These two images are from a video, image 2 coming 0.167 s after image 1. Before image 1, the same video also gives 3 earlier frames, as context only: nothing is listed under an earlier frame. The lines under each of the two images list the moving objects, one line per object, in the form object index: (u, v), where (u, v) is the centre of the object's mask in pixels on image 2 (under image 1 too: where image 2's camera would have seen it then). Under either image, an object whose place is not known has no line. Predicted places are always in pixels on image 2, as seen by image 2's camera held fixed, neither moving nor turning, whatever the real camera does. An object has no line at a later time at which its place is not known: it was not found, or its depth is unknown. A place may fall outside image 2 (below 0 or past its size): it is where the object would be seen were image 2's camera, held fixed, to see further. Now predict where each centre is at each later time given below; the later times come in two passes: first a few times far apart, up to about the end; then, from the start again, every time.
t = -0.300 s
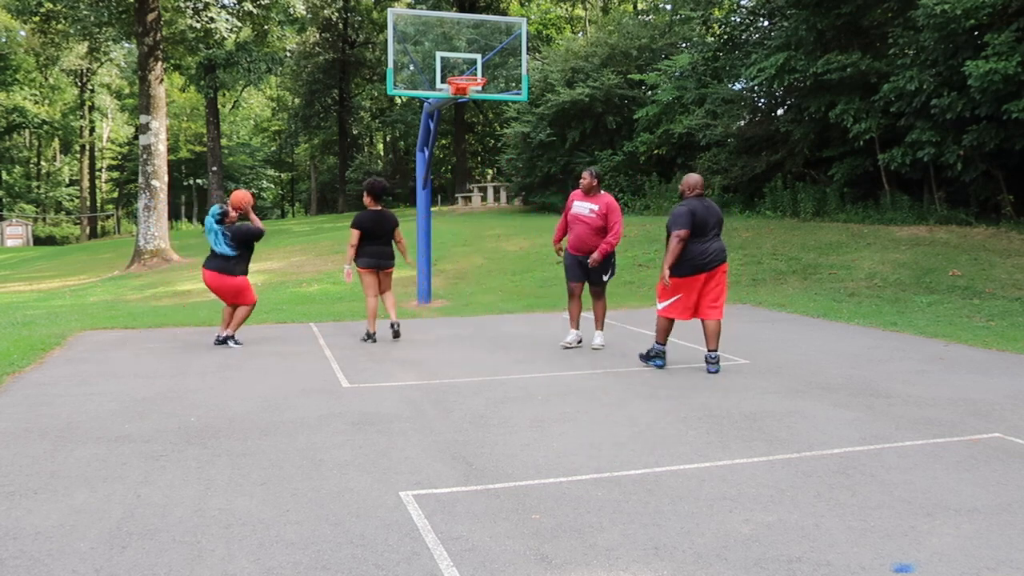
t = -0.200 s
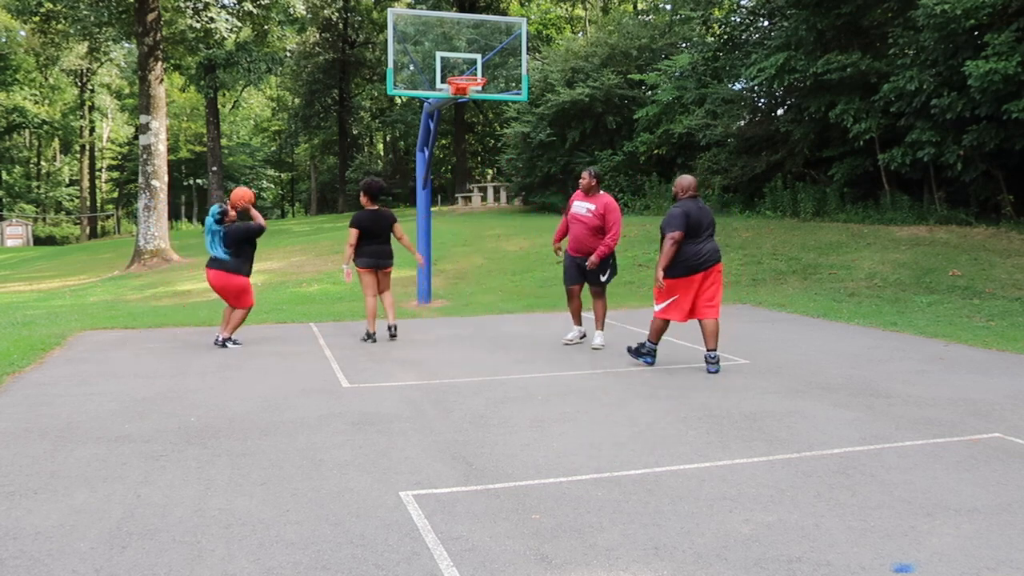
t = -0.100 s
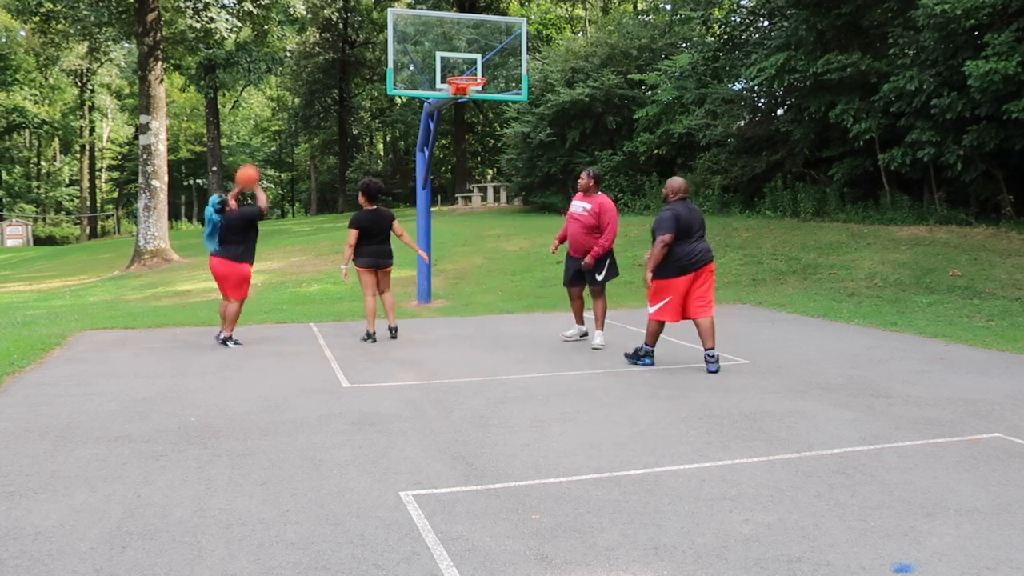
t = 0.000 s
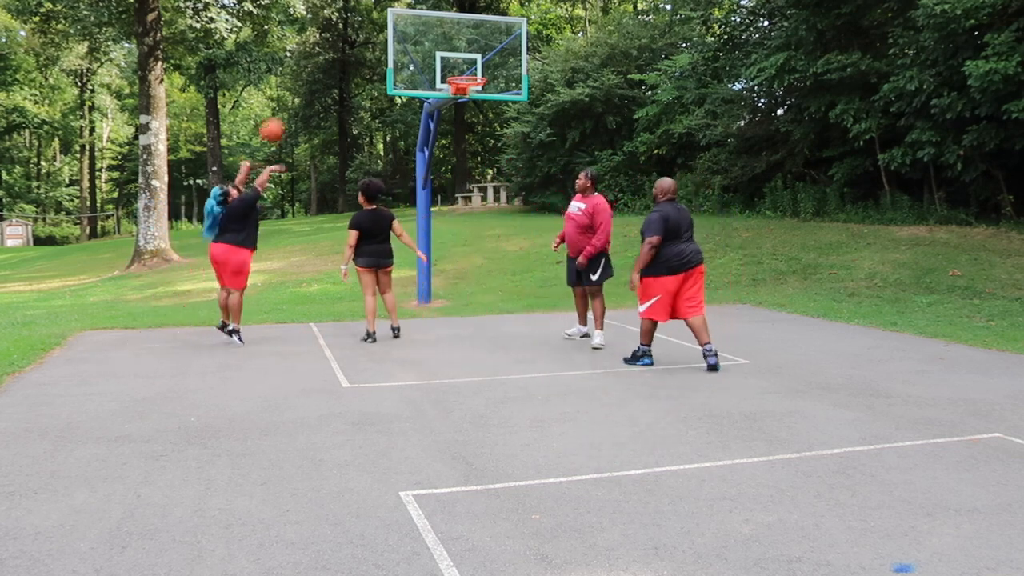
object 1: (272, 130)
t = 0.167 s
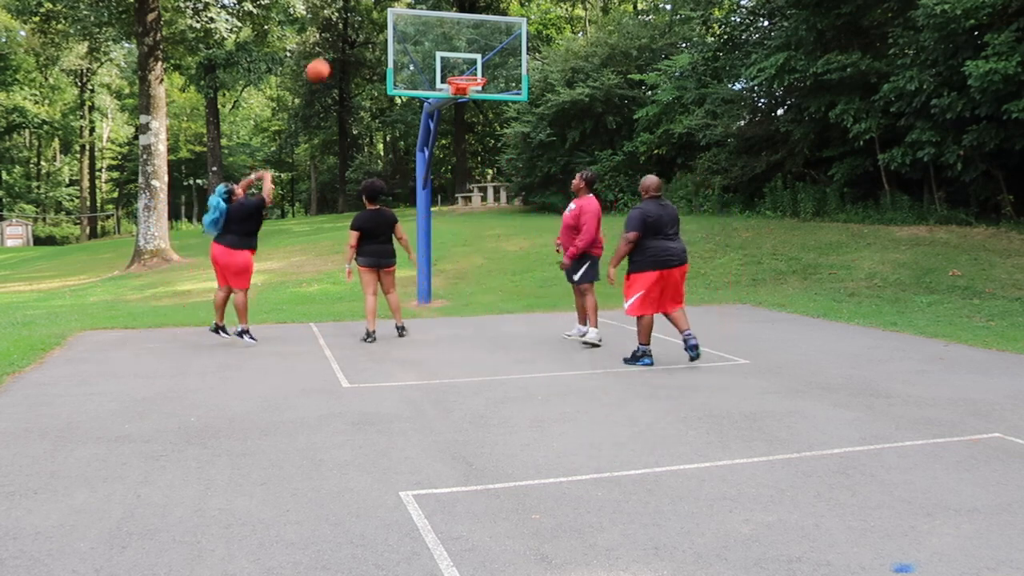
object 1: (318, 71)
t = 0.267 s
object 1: (344, 49)
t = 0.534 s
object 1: (408, 33)
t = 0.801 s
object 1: (463, 68)
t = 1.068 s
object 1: (491, 65)
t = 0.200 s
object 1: (326, 62)
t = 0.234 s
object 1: (335, 54)
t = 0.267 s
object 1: (344, 49)
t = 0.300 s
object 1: (352, 43)
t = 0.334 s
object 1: (360, 39)
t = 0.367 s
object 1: (369, 36)
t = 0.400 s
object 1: (376, 33)
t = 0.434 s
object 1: (384, 32)
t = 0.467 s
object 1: (392, 32)
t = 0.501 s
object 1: (401, 32)
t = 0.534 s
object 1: (408, 33)
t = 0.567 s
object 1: (416, 35)
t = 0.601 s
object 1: (423, 38)
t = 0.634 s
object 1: (430, 42)
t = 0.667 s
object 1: (437, 46)
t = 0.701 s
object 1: (445, 52)
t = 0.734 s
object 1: (452, 59)
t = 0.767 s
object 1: (458, 64)
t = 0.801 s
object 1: (463, 68)
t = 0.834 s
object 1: (467, 70)
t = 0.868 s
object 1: (471, 68)
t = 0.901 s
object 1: (475, 66)
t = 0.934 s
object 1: (478, 64)
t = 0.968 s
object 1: (481, 63)
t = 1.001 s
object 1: (484, 63)
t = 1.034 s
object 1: (488, 64)
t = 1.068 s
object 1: (491, 65)
